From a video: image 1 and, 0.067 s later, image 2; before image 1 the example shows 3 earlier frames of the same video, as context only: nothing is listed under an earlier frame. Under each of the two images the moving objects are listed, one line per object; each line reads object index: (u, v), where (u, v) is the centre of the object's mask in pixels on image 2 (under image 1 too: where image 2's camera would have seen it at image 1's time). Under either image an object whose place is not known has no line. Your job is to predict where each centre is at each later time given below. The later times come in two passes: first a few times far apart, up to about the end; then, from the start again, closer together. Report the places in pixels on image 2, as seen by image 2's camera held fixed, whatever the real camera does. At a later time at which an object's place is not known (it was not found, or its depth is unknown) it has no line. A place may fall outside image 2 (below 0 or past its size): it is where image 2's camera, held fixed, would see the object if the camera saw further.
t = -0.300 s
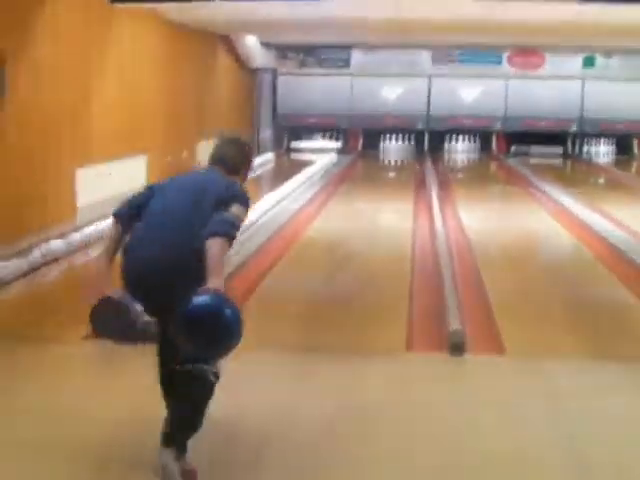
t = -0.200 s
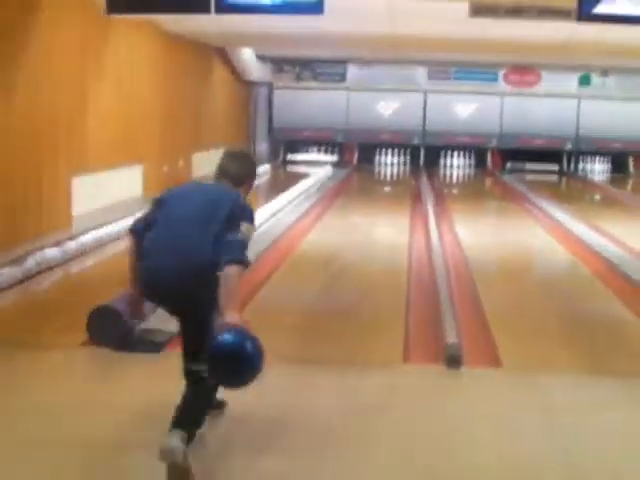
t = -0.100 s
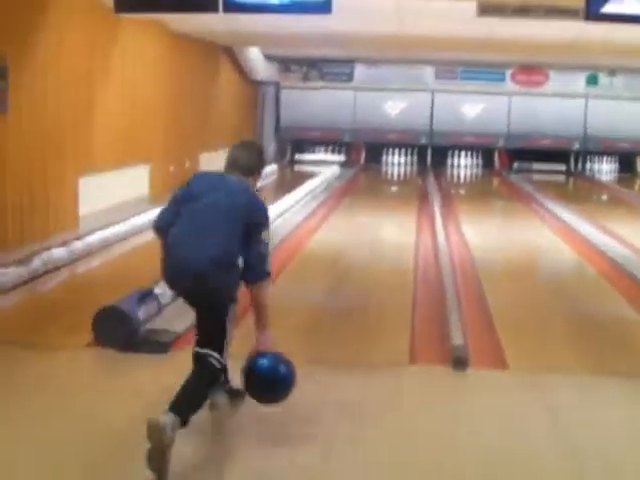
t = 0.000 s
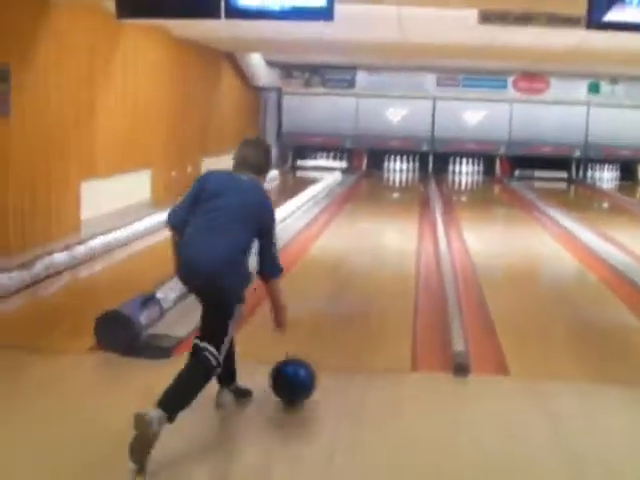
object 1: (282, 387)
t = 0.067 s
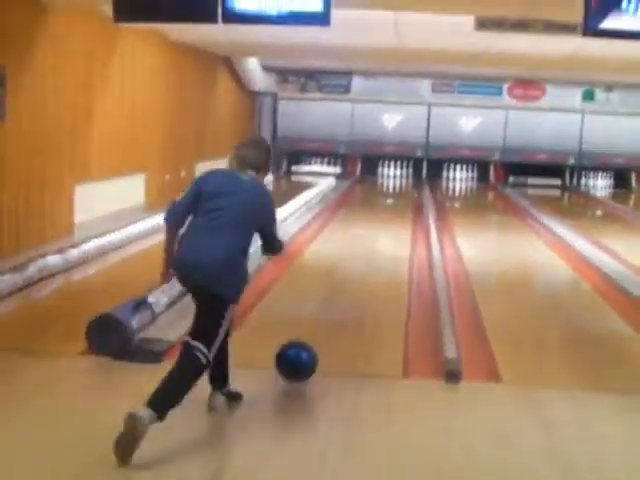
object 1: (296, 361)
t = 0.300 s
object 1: (326, 312)
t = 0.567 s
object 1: (347, 275)
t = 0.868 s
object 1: (362, 248)
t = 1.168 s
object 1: (373, 230)
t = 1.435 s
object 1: (380, 217)
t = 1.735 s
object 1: (386, 208)
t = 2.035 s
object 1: (389, 203)
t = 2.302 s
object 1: (393, 196)
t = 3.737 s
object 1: (403, 176)
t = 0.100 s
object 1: (300, 354)
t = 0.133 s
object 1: (306, 348)
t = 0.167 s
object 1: (311, 340)
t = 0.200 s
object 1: (314, 334)
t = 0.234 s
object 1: (317, 327)
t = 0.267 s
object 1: (322, 319)
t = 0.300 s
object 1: (326, 312)
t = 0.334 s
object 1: (328, 307)
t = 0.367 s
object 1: (332, 301)
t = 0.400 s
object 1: (335, 296)
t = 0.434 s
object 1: (337, 291)
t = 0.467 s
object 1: (340, 287)
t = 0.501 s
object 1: (342, 282)
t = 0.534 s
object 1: (344, 279)
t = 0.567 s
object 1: (347, 275)
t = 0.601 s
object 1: (345, 275)
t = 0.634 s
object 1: (354, 265)
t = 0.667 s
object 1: (353, 265)
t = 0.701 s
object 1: (354, 262)
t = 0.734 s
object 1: (356, 259)
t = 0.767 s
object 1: (358, 256)
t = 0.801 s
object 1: (359, 253)
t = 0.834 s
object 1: (362, 251)
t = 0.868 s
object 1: (362, 248)
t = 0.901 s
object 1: (364, 246)
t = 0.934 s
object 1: (365, 243)
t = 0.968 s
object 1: (366, 241)
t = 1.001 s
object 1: (367, 239)
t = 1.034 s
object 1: (369, 237)
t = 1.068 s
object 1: (370, 236)
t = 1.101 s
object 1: (371, 234)
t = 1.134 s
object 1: (373, 231)
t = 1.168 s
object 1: (373, 230)
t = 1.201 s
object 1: (374, 228)
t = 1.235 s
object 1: (375, 226)
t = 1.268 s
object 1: (377, 225)
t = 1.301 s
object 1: (377, 225)
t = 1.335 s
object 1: (378, 223)
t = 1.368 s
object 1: (378, 221)
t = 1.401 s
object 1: (380, 219)
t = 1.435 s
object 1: (380, 217)
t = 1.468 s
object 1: (381, 216)
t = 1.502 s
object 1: (381, 215)
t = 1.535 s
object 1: (382, 214)
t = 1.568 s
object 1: (383, 214)
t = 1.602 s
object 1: (385, 212)
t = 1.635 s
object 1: (385, 212)
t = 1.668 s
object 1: (386, 209)
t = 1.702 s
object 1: (386, 208)
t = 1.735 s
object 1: (386, 208)
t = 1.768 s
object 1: (387, 206)
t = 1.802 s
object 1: (387, 206)
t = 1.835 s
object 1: (388, 205)
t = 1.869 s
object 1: (388, 205)
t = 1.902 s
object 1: (389, 204)
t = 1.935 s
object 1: (389, 204)
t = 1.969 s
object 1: (389, 204)
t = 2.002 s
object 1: (389, 204)
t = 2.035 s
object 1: (389, 203)
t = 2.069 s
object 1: (389, 202)
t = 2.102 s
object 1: (390, 202)
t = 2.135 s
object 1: (391, 198)
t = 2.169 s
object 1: (393, 197)
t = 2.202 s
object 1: (392, 197)
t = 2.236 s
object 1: (392, 198)
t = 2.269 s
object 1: (392, 197)
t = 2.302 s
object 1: (393, 196)
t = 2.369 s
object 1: (393, 196)
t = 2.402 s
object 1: (393, 196)
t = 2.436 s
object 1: (394, 195)
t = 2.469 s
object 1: (394, 195)
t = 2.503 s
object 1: (394, 195)
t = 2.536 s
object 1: (396, 194)
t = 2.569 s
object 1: (397, 194)
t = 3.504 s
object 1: (403, 177)
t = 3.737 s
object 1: (403, 176)
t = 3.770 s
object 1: (403, 177)
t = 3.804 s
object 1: (404, 176)
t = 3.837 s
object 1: (403, 178)
